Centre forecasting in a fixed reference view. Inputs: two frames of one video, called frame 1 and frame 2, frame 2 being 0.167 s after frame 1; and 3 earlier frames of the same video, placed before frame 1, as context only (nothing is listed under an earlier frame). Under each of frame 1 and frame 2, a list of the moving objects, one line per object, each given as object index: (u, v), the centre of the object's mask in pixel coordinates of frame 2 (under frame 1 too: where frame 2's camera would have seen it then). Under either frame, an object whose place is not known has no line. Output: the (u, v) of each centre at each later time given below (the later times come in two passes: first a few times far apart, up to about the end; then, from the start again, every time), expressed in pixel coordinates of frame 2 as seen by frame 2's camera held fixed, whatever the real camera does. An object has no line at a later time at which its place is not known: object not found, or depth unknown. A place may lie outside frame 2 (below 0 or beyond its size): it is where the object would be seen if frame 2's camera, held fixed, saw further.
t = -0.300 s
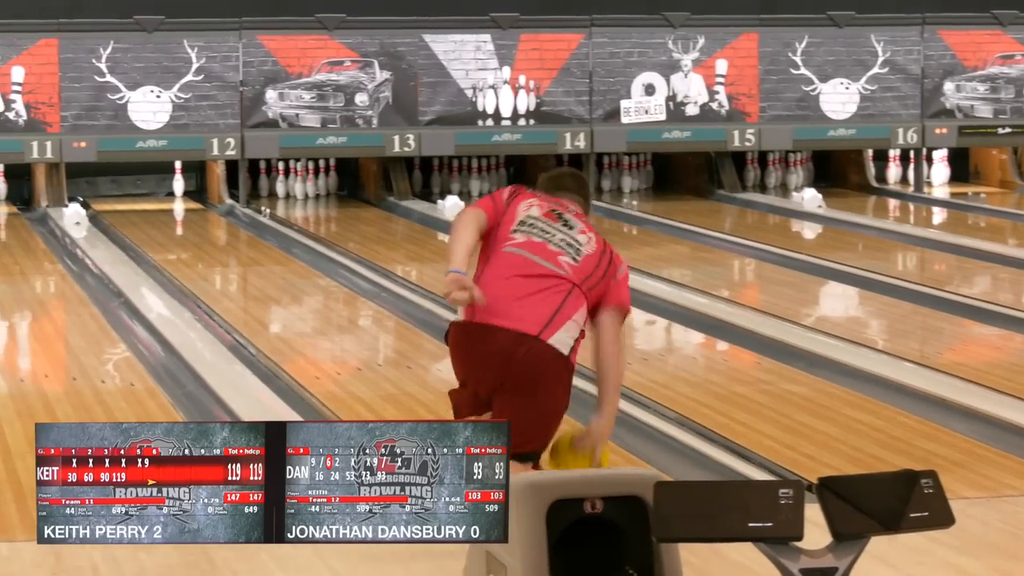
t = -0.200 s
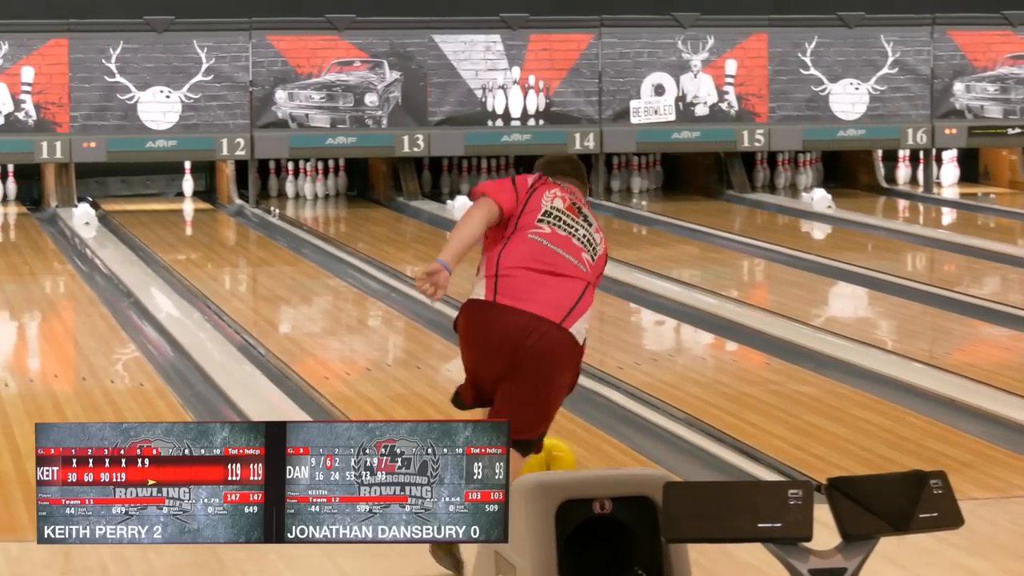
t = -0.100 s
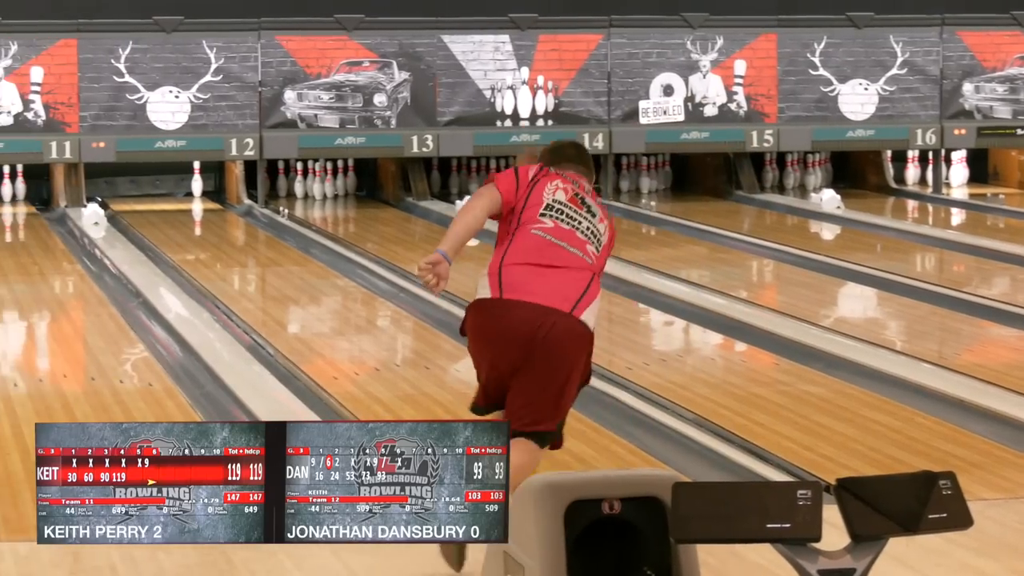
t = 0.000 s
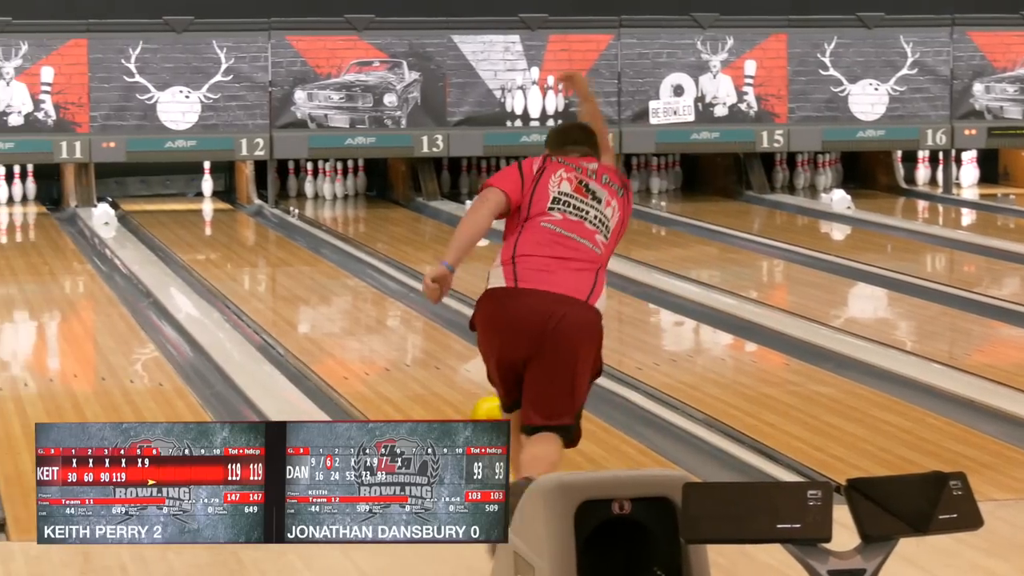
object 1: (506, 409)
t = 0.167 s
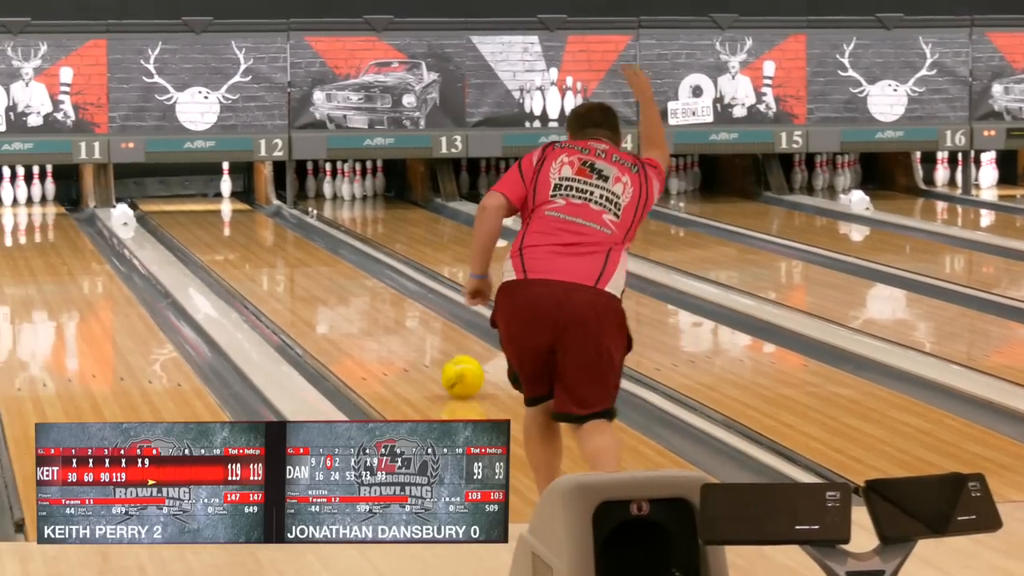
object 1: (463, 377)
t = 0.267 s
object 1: (438, 355)
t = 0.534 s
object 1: (384, 309)
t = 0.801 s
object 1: (342, 273)
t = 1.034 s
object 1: (311, 249)
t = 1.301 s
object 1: (281, 226)
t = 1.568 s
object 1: (253, 207)
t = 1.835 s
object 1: (226, 191)
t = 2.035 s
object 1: (198, 186)
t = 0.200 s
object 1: (454, 370)
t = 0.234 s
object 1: (446, 362)
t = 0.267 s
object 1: (438, 355)
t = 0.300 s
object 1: (430, 349)
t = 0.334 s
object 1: (423, 342)
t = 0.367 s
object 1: (416, 336)
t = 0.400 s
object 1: (409, 331)
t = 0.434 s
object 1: (403, 325)
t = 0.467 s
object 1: (397, 319)
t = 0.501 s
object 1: (390, 314)
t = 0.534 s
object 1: (384, 309)
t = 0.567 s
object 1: (378, 304)
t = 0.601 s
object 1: (372, 299)
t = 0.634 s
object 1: (367, 294)
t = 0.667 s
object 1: (362, 290)
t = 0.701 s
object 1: (356, 285)
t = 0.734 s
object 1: (351, 281)
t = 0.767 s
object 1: (346, 277)
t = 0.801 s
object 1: (342, 273)
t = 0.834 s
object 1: (337, 269)
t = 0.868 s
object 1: (333, 266)
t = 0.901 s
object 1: (328, 262)
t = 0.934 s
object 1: (324, 259)
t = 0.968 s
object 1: (320, 255)
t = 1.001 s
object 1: (315, 252)
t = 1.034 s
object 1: (311, 249)
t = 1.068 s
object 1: (308, 246)
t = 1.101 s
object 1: (304, 242)
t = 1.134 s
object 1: (300, 240)
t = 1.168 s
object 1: (296, 237)
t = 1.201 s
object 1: (292, 234)
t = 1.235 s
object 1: (289, 231)
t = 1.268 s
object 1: (285, 228)
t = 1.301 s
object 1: (281, 226)
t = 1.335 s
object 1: (278, 223)
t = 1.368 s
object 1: (274, 221)
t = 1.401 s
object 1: (271, 218)
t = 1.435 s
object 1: (267, 216)
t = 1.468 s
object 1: (264, 214)
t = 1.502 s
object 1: (260, 211)
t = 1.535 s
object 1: (256, 209)
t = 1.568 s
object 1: (253, 207)
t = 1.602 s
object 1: (249, 205)
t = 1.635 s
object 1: (246, 203)
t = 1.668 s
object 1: (243, 201)
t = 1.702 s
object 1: (239, 199)
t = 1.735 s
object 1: (236, 197)
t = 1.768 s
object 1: (233, 195)
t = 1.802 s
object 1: (229, 193)
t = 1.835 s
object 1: (226, 191)
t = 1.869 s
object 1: (222, 190)
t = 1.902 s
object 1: (219, 188)
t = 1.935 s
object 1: (214, 187)
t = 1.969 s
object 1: (209, 185)
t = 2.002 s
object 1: (203, 185)
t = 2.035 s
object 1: (198, 186)
